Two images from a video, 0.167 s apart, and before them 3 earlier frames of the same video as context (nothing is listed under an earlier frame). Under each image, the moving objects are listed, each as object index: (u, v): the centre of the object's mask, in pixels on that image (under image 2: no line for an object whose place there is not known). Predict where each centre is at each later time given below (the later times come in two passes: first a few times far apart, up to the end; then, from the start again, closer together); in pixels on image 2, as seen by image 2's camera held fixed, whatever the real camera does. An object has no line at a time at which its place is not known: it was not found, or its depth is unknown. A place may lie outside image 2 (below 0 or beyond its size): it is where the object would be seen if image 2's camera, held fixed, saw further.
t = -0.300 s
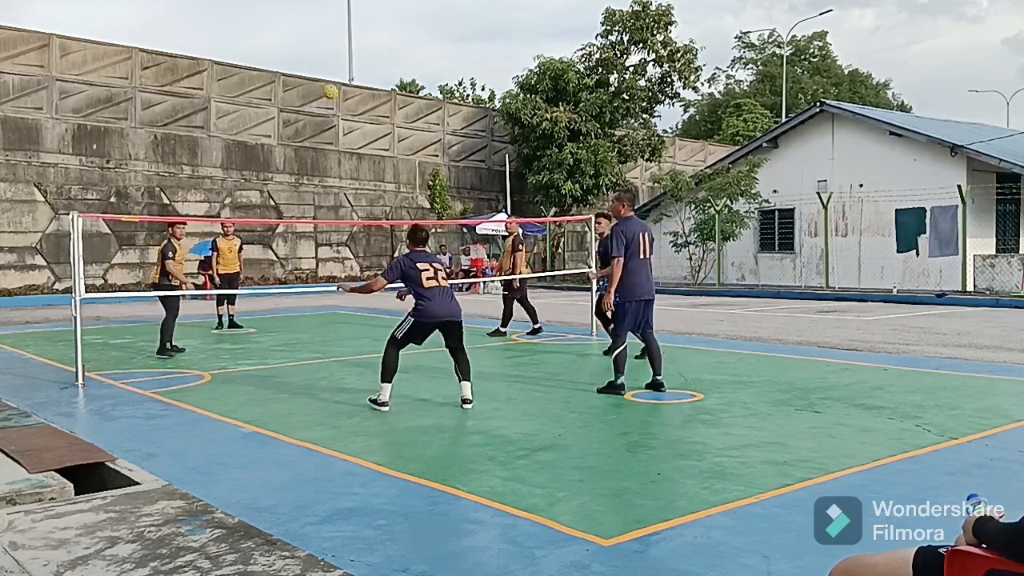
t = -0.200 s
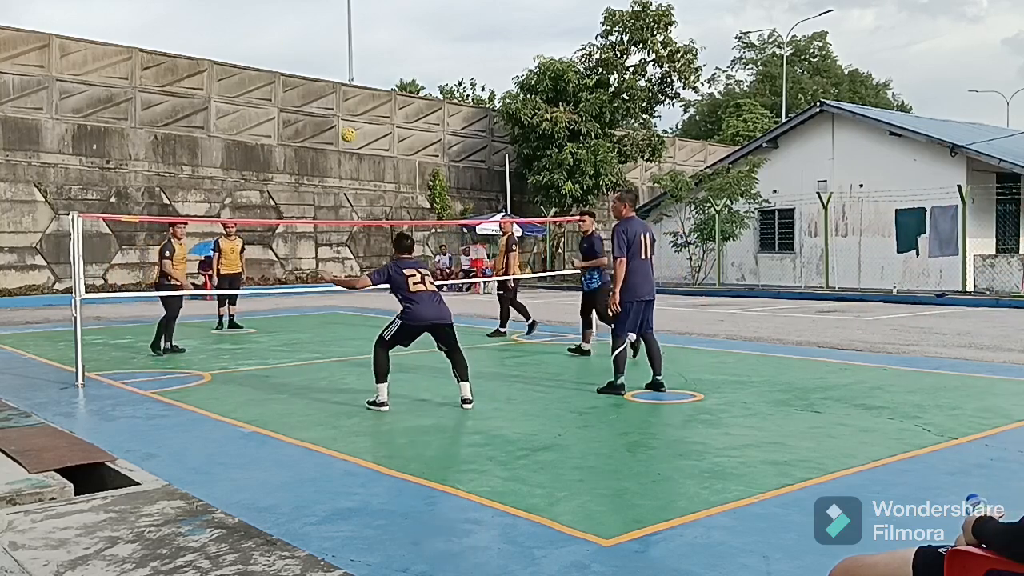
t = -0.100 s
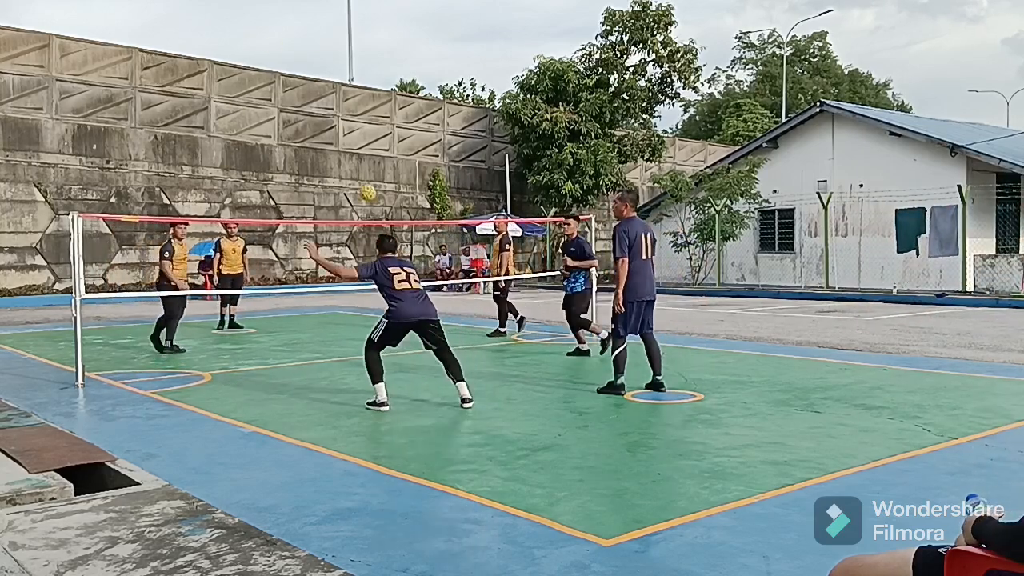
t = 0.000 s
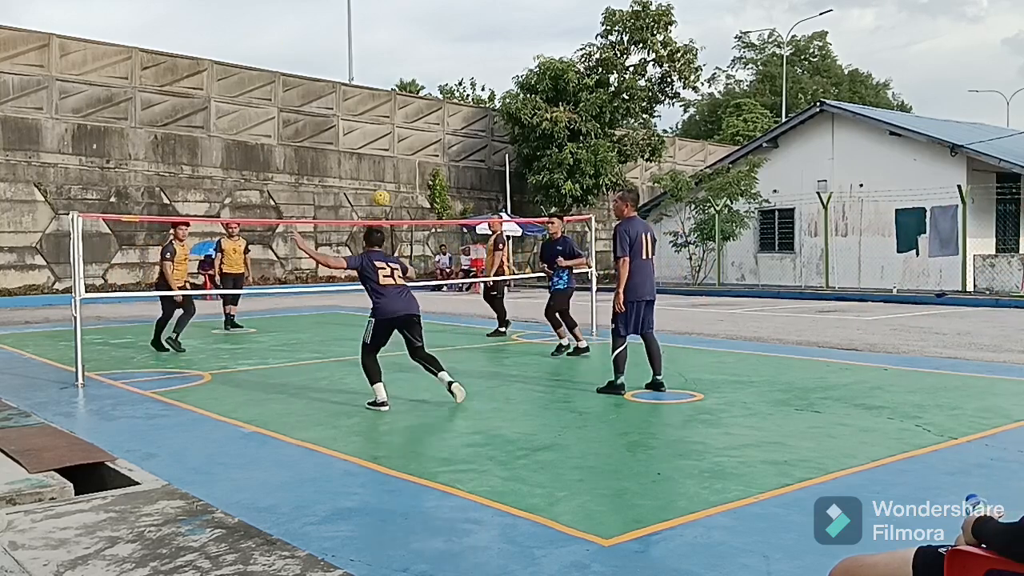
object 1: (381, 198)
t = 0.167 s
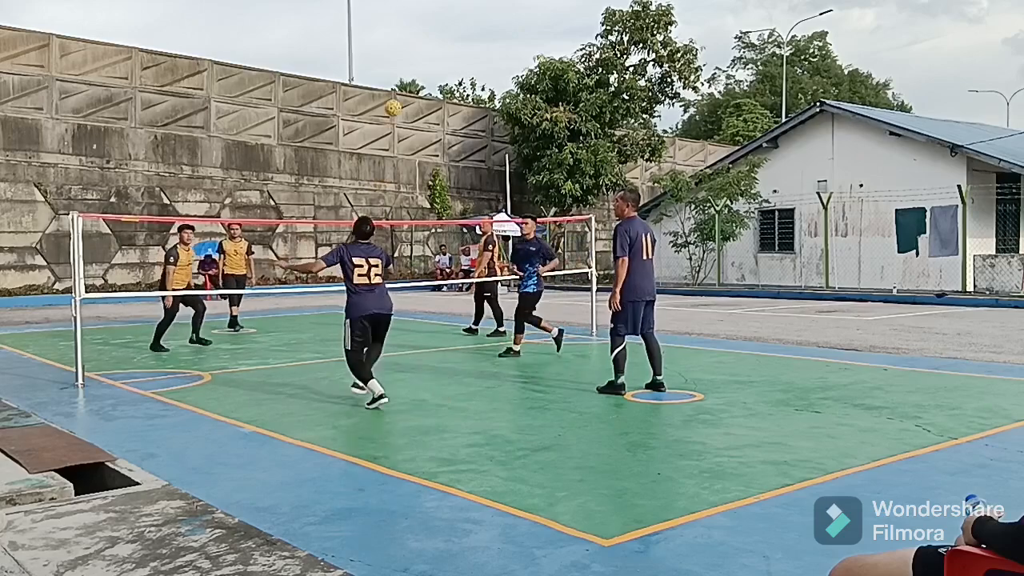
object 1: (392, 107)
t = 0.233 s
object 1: (398, 81)
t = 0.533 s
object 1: (421, 25)
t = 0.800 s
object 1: (442, 70)
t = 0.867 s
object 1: (449, 94)
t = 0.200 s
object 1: (396, 93)
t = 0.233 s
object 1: (398, 81)
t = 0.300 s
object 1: (402, 59)
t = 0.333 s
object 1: (404, 50)
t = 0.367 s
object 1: (407, 43)
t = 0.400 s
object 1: (410, 36)
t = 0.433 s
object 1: (412, 31)
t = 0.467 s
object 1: (415, 28)
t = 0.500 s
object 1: (418, 26)
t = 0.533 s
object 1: (421, 25)
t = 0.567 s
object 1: (423, 26)
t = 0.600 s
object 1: (426, 28)
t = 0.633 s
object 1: (429, 31)
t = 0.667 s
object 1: (431, 36)
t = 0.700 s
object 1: (434, 43)
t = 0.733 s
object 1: (437, 50)
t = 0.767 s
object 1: (440, 59)
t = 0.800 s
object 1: (442, 70)
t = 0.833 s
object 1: (445, 82)
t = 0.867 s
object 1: (449, 94)
